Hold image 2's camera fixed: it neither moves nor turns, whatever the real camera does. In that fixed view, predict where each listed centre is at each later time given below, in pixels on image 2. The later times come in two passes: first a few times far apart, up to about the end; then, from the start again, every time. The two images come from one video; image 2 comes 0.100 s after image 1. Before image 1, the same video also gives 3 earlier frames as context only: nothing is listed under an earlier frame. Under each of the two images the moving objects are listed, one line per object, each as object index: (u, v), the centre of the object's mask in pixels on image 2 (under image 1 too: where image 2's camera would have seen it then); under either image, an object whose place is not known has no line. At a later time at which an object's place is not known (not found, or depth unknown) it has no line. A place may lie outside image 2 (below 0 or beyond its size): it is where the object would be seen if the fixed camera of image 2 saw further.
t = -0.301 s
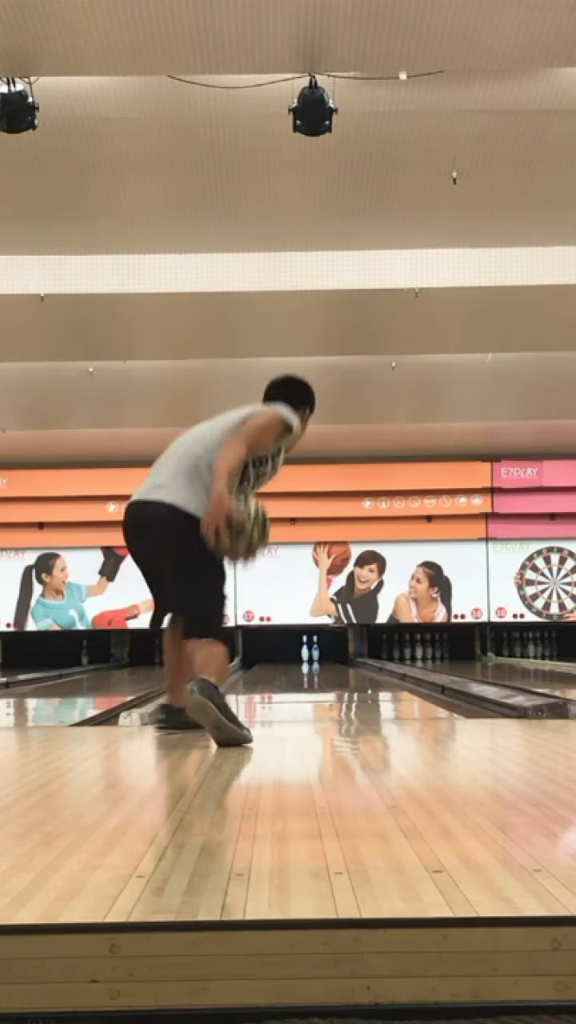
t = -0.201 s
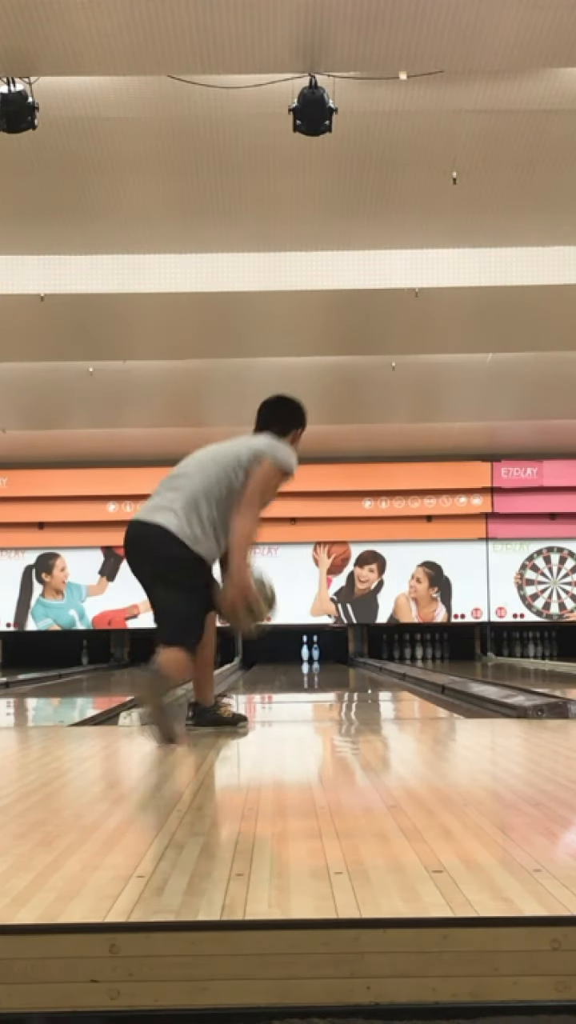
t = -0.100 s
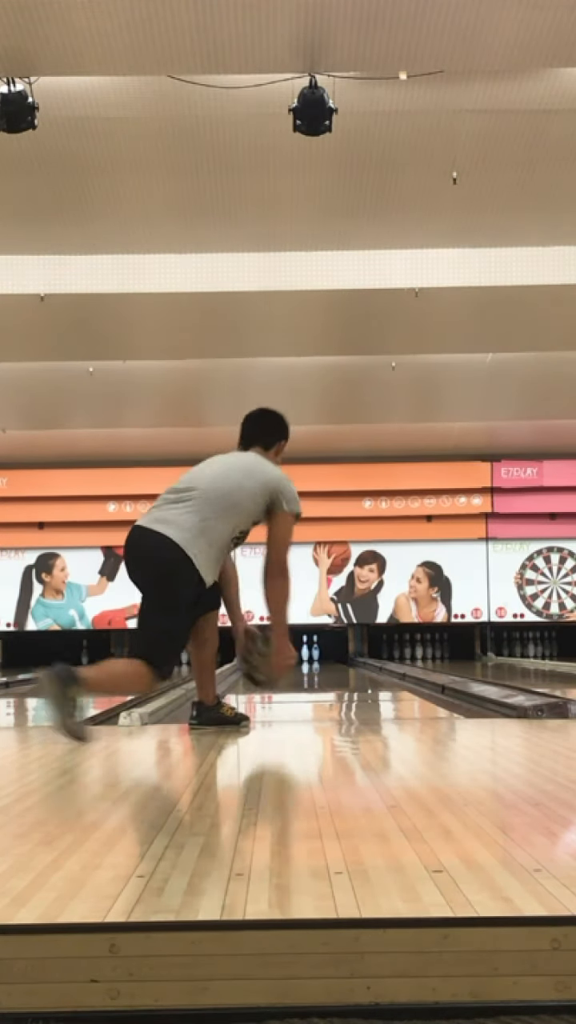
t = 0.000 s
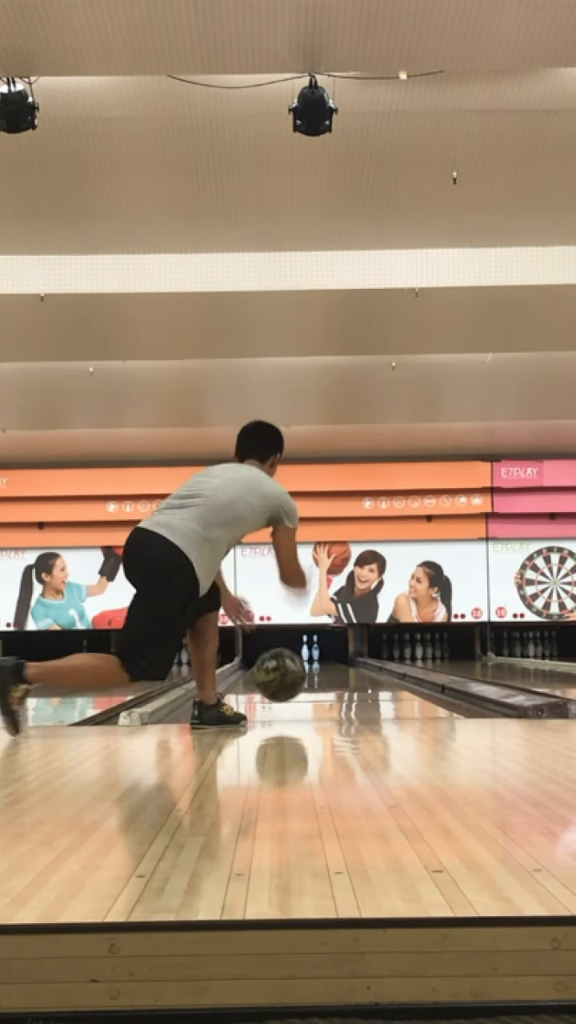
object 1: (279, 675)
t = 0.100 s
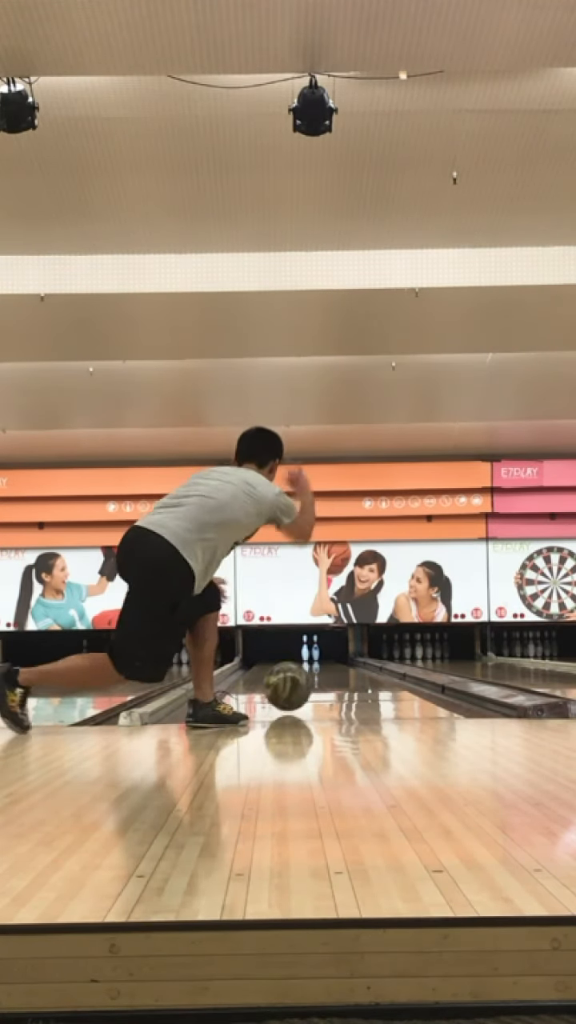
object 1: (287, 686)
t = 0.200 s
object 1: (292, 684)
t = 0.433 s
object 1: (300, 676)
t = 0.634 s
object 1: (306, 672)
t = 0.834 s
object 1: (309, 669)
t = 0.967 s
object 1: (310, 668)
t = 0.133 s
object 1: (289, 685)
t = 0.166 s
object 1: (291, 685)
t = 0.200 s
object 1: (292, 684)
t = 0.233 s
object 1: (294, 683)
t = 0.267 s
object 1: (295, 681)
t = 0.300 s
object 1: (297, 680)
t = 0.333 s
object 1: (298, 679)
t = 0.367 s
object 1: (299, 678)
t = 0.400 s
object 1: (300, 677)
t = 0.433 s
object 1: (300, 676)
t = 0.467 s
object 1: (301, 675)
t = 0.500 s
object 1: (303, 675)
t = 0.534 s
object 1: (304, 674)
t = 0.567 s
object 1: (304, 673)
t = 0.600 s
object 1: (305, 672)
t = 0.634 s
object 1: (306, 672)
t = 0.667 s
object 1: (307, 671)
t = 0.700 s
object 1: (307, 671)
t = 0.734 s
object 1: (308, 670)
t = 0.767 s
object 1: (308, 670)
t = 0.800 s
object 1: (308, 670)
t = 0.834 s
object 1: (309, 669)
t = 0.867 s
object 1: (309, 669)
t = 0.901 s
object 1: (310, 668)
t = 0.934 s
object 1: (310, 668)
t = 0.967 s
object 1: (310, 668)
